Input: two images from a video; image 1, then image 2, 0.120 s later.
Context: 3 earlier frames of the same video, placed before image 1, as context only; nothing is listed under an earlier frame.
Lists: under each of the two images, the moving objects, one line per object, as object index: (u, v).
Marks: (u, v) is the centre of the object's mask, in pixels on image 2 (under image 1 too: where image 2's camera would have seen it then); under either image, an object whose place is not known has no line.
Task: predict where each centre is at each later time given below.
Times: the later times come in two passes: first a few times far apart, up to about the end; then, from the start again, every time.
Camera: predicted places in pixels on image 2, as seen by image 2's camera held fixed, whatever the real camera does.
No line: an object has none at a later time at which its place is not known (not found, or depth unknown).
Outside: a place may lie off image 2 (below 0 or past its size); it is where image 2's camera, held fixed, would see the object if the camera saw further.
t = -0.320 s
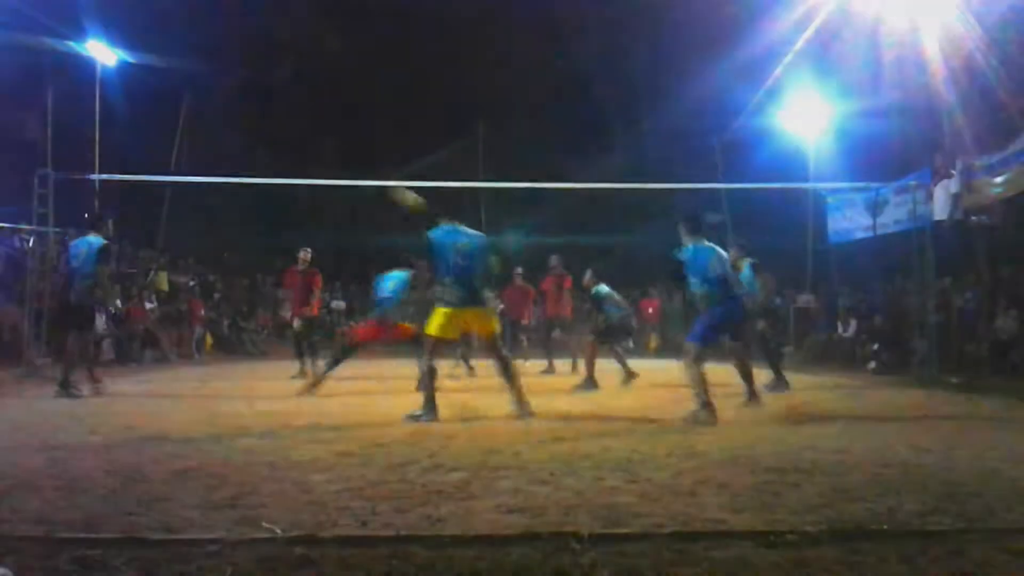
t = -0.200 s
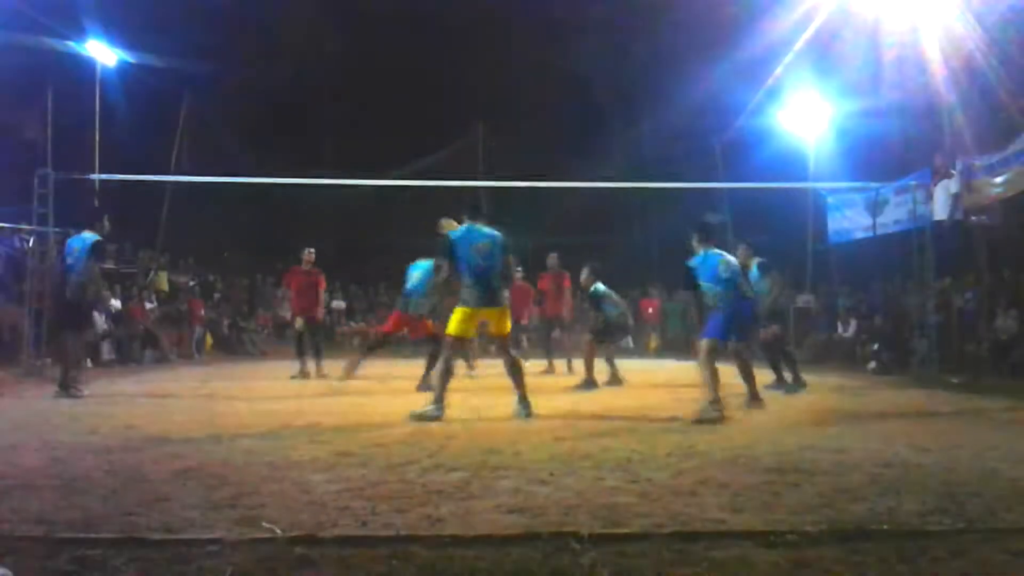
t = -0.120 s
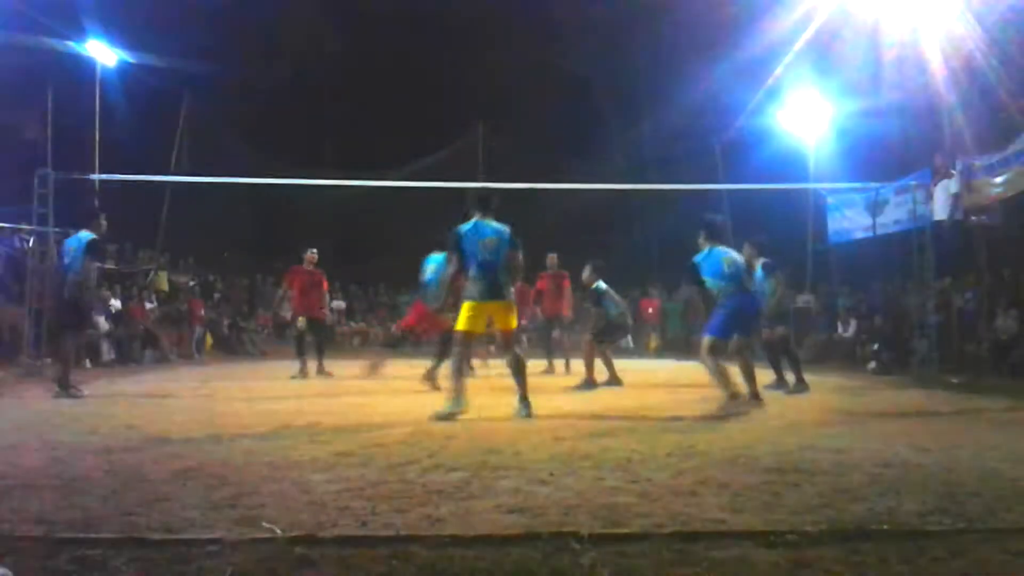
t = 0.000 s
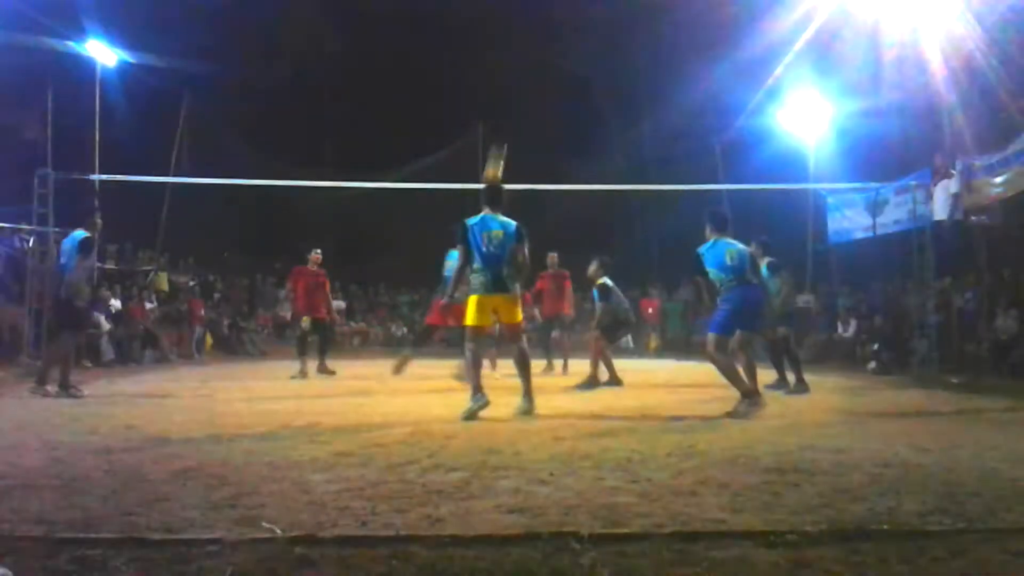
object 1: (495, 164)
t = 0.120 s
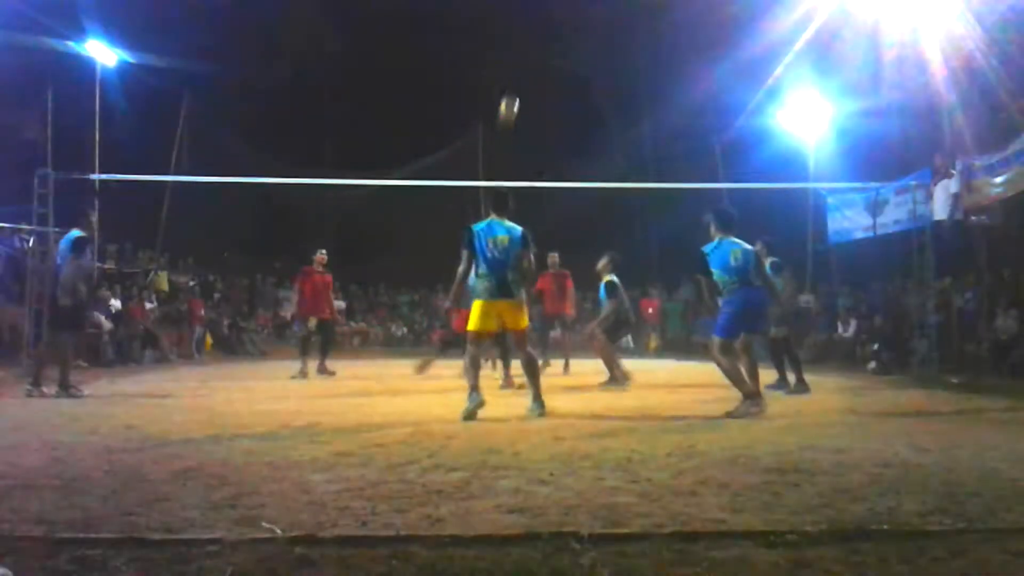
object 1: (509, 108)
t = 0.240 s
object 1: (522, 64)
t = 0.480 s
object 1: (549, 12)
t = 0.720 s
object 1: (577, 9)
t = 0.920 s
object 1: (601, 45)
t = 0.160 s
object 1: (513, 92)
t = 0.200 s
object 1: (518, 76)
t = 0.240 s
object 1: (522, 64)
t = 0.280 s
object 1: (526, 51)
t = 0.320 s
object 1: (531, 40)
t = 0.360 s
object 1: (536, 31)
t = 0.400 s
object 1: (540, 23)
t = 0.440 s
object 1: (545, 17)
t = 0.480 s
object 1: (549, 12)
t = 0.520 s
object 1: (554, 9)
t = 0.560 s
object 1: (558, 8)
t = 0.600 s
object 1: (563, 6)
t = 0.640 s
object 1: (567, 7)
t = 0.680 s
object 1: (572, 8)
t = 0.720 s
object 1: (577, 9)
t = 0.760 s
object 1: (582, 14)
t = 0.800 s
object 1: (586, 20)
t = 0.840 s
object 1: (591, 26)
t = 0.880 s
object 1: (596, 35)
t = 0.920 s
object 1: (601, 45)
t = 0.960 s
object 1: (606, 57)
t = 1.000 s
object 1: (610, 69)
